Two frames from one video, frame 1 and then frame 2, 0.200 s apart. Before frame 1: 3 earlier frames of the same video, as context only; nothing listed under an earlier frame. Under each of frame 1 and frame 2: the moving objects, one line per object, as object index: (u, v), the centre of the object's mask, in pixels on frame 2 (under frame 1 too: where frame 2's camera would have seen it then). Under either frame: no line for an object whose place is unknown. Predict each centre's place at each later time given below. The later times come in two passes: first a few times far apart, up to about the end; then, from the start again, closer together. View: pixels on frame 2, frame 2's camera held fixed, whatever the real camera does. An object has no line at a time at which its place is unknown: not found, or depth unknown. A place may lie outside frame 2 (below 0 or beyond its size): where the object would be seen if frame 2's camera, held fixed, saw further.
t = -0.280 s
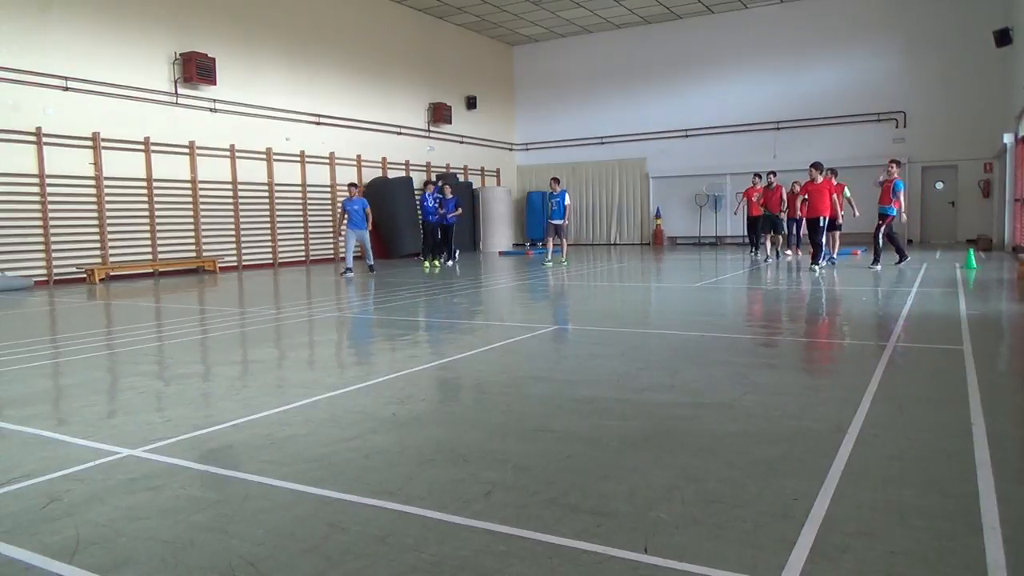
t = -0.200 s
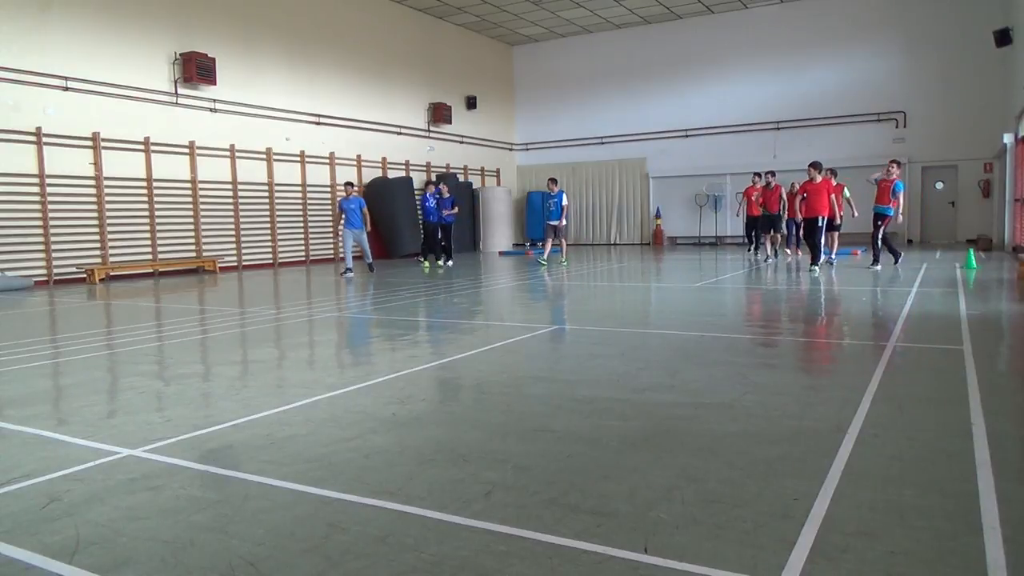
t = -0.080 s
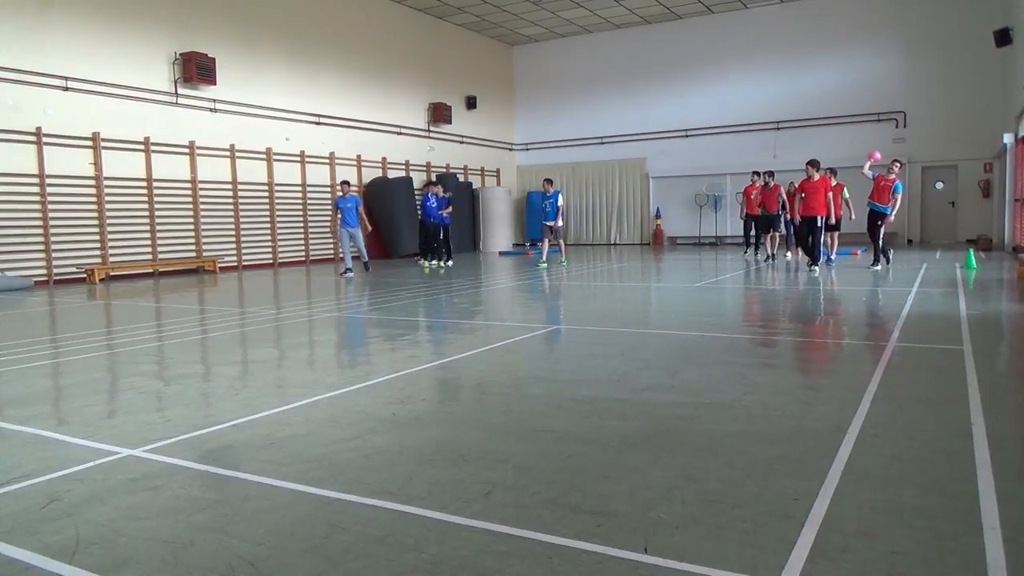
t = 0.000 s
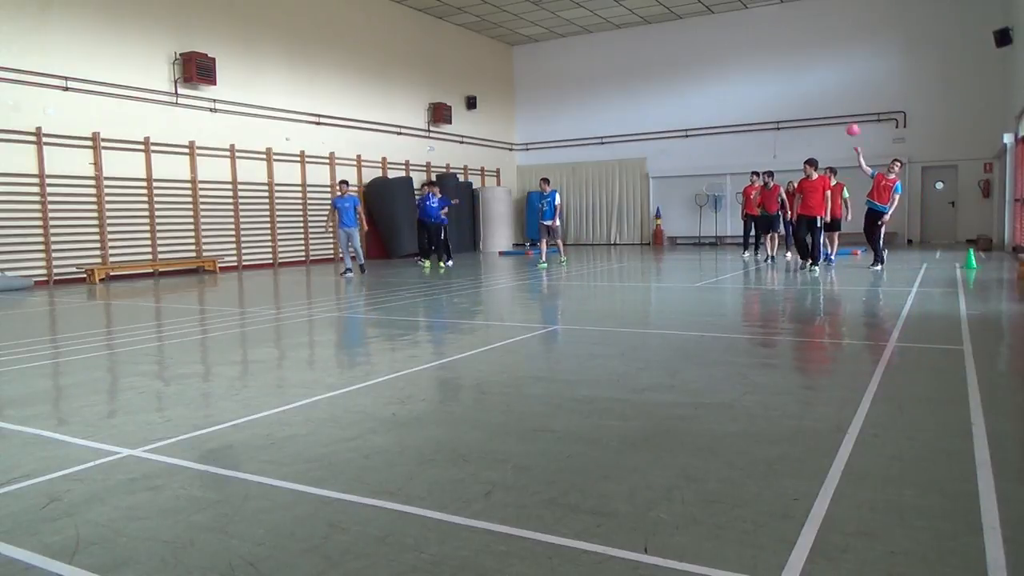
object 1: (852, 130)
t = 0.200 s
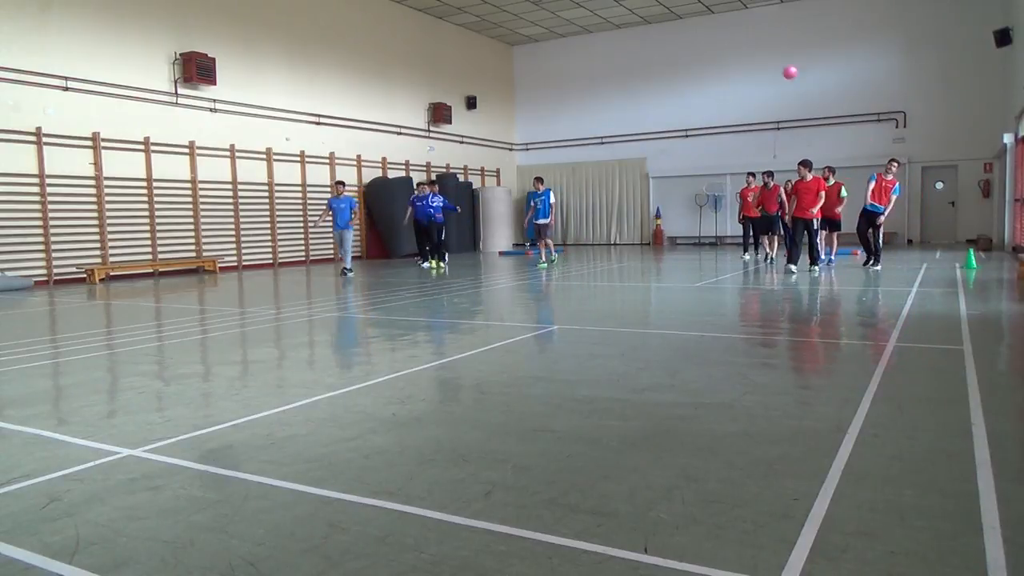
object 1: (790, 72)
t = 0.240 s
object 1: (776, 63)
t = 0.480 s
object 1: (685, 26)
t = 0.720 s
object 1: (575, 33)
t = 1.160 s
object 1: (306, 215)
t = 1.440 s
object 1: (112, 241)
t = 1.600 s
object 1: (8, 160)
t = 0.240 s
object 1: (776, 63)
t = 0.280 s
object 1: (762, 54)
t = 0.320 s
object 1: (748, 47)
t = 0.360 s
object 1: (733, 40)
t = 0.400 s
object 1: (717, 34)
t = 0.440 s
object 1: (701, 30)
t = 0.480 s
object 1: (685, 26)
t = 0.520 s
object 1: (668, 24)
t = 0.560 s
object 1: (650, 23)
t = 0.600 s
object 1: (633, 23)
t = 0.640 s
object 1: (613, 25)
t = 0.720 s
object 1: (575, 33)
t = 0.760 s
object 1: (554, 39)
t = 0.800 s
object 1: (533, 47)
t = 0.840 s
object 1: (511, 57)
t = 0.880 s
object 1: (488, 69)
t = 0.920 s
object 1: (465, 83)
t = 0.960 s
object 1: (440, 98)
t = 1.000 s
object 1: (415, 116)
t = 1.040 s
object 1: (389, 137)
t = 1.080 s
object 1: (362, 159)
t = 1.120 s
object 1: (334, 186)
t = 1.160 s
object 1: (306, 215)
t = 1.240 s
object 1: (244, 281)
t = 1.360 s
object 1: (162, 289)
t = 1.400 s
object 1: (138, 265)
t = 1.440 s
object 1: (112, 241)
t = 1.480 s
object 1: (87, 218)
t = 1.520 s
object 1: (59, 197)
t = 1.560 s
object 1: (31, 178)
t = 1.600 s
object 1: (8, 160)
